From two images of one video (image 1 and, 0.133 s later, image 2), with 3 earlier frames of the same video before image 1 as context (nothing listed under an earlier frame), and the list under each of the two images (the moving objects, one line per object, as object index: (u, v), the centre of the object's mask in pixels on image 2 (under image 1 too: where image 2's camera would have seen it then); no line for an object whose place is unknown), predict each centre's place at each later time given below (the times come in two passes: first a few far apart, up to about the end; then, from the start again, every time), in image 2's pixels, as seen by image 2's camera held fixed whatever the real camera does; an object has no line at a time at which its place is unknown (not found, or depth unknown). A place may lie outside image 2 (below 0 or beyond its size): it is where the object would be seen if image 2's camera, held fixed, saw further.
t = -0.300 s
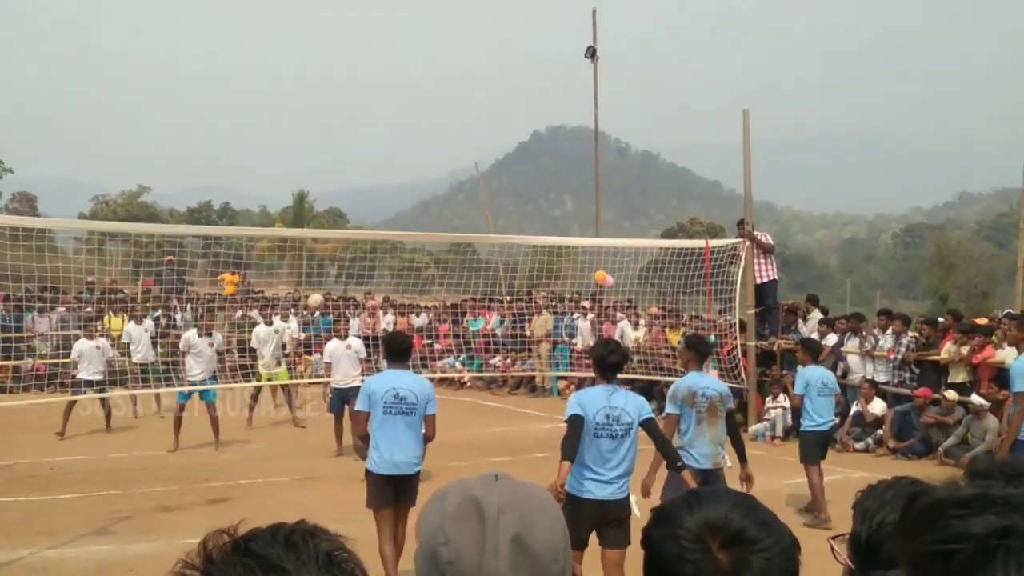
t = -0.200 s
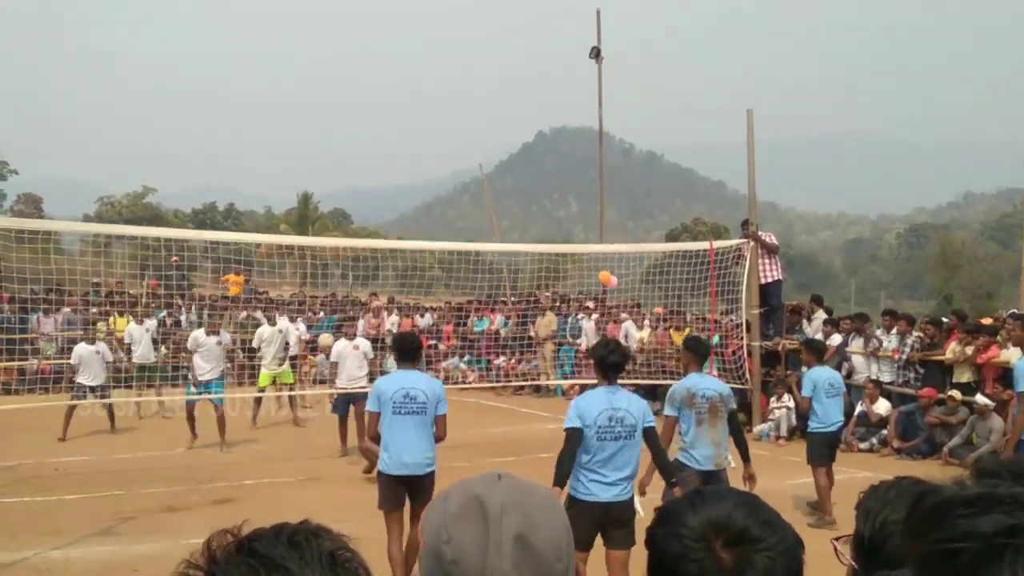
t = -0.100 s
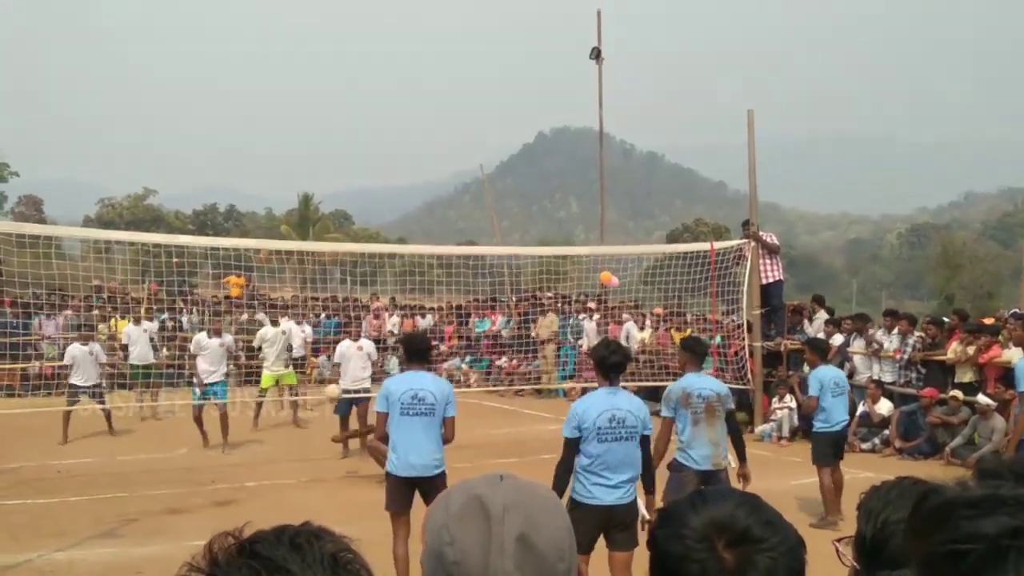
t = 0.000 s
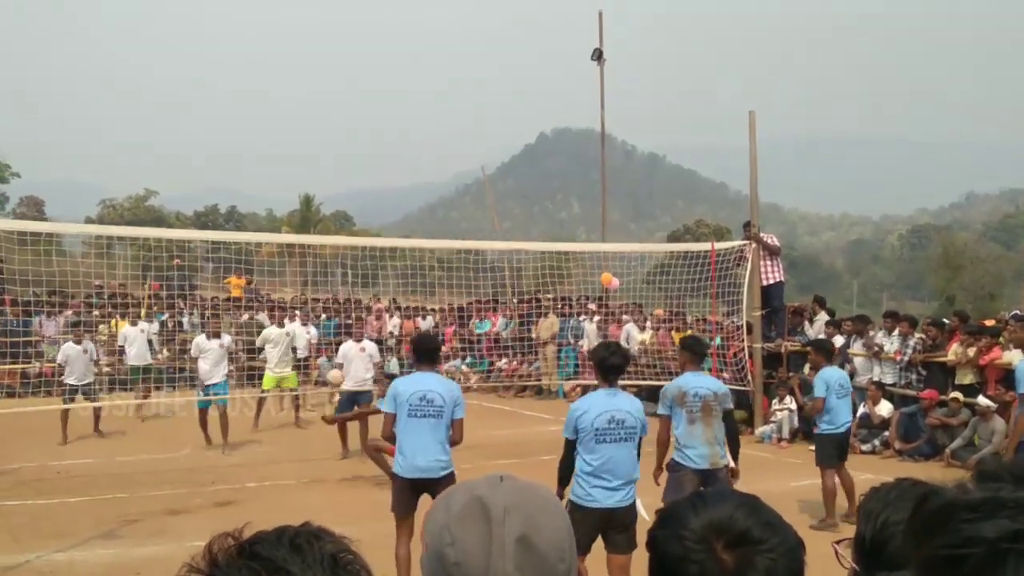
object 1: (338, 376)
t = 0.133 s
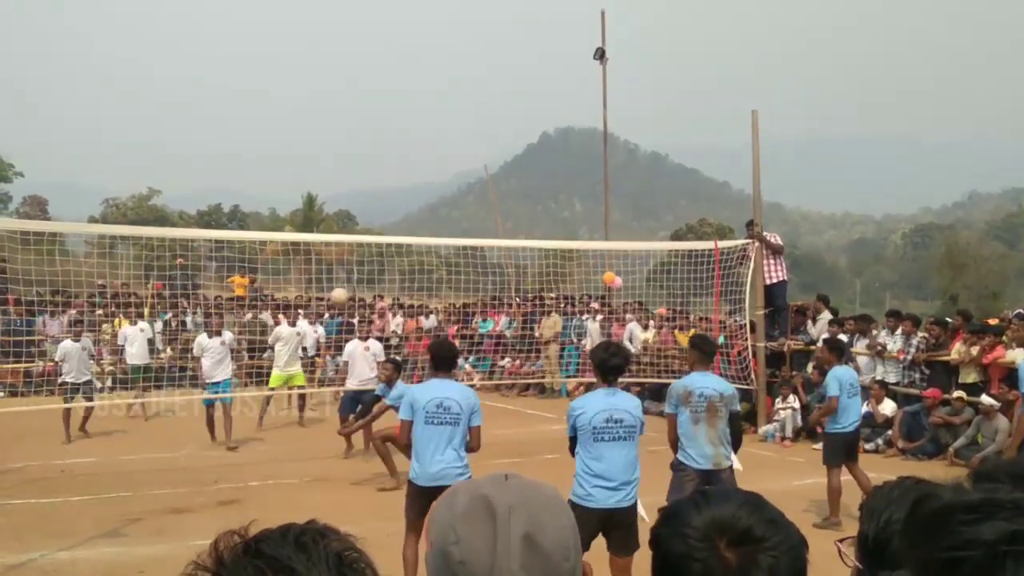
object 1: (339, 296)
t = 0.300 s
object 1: (342, 212)
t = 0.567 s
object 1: (346, 133)
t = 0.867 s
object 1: (358, 137)
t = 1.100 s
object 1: (371, 237)
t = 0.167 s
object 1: (339, 278)
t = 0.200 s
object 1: (339, 260)
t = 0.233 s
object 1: (340, 243)
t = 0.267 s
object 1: (341, 227)
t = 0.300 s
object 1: (342, 212)
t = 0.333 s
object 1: (343, 201)
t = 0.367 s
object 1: (343, 189)
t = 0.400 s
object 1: (344, 176)
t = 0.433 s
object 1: (344, 166)
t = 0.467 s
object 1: (344, 156)
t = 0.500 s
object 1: (345, 148)
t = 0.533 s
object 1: (345, 140)
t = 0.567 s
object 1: (346, 133)
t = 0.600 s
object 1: (348, 127)
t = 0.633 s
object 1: (348, 123)
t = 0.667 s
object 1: (349, 121)
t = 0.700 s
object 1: (351, 119)
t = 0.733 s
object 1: (353, 120)
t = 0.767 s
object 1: (354, 122)
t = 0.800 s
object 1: (355, 126)
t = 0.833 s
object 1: (356, 130)
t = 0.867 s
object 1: (358, 137)
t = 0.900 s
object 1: (360, 145)
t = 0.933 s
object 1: (361, 156)
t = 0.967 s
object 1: (363, 168)
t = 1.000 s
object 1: (364, 182)
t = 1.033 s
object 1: (366, 198)
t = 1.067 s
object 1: (369, 217)
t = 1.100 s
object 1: (371, 237)
